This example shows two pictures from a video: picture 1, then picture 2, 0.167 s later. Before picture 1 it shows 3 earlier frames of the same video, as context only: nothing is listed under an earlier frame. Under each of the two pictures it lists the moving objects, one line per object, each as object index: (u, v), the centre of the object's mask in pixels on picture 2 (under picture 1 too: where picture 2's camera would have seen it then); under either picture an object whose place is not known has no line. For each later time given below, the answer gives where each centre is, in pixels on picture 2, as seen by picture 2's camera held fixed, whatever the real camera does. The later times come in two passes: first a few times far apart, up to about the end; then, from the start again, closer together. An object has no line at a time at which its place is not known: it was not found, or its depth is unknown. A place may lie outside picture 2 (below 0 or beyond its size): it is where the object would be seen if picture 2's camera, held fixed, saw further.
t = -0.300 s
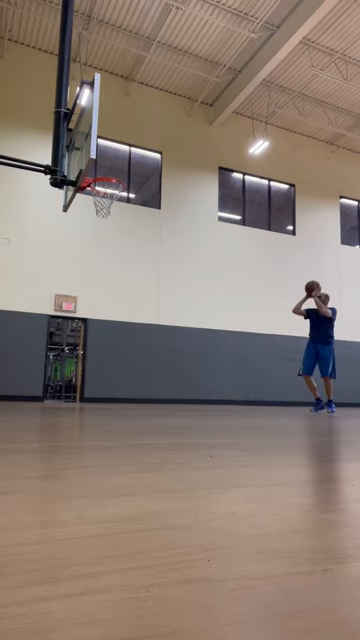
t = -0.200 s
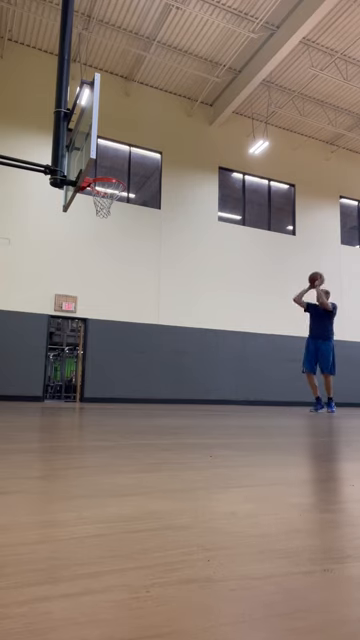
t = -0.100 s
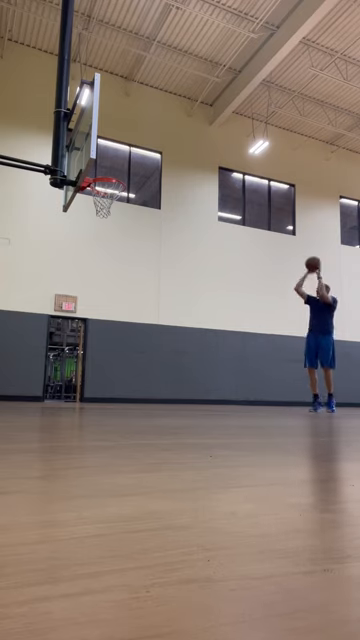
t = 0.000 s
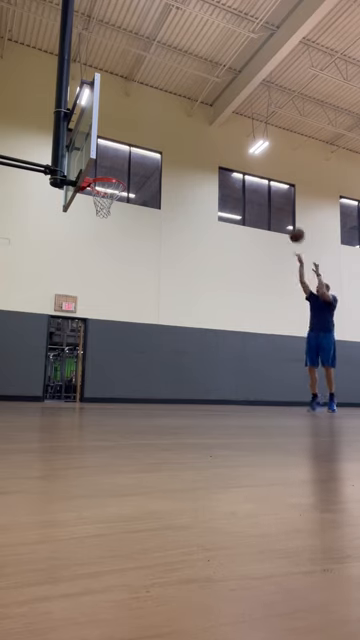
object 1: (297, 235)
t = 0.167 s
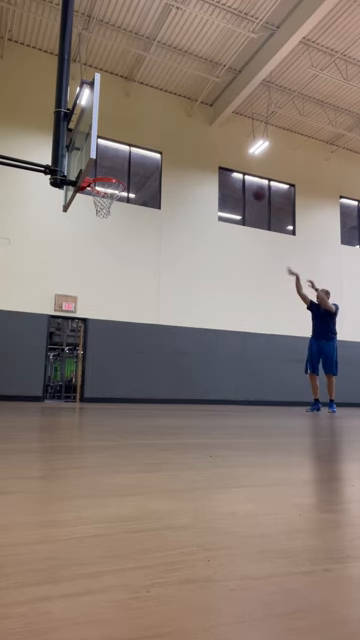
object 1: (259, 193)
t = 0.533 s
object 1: (172, 157)
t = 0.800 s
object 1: (101, 188)
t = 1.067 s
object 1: (86, 251)
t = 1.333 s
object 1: (71, 359)
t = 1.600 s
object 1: (82, 337)
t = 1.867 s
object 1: (99, 297)
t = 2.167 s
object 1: (115, 306)
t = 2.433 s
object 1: (124, 358)
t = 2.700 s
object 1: (134, 373)
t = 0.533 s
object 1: (172, 157)
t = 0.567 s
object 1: (165, 159)
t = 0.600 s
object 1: (156, 159)
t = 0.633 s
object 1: (146, 163)
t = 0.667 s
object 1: (138, 166)
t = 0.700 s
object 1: (128, 169)
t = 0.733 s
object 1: (120, 174)
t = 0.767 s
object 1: (107, 184)
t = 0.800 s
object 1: (101, 188)
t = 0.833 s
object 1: (97, 194)
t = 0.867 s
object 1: (95, 200)
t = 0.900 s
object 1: (93, 208)
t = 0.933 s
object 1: (92, 215)
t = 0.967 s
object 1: (91, 223)
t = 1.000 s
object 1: (90, 232)
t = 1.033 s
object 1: (88, 241)
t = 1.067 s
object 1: (86, 251)
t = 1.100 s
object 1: (85, 262)
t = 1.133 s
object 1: (83, 274)
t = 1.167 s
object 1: (82, 286)
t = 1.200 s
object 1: (80, 299)
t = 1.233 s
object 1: (78, 312)
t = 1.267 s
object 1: (77, 327)
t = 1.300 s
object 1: (73, 343)
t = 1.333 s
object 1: (71, 359)
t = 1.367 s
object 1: (71, 377)
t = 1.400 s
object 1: (69, 392)
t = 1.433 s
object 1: (70, 392)
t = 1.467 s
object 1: (71, 380)
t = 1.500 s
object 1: (73, 368)
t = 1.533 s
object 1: (77, 357)
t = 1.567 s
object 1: (79, 347)
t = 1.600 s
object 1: (82, 337)
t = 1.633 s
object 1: (84, 330)
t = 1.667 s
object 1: (87, 323)
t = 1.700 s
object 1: (89, 316)
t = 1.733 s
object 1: (91, 311)
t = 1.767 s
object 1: (93, 306)
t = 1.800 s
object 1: (96, 302)
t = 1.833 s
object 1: (97, 299)
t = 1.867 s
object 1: (99, 297)
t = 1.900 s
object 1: (101, 295)
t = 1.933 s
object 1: (103, 294)
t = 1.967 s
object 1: (105, 293)
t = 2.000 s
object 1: (107, 294)
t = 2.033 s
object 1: (108, 295)
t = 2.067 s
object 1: (110, 297)
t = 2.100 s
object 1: (111, 299)
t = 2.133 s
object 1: (113, 302)
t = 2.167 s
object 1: (115, 306)
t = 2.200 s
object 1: (116, 310)
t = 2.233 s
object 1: (117, 315)
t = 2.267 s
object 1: (119, 320)
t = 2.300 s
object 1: (120, 327)
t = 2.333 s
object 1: (120, 334)
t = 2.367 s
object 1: (121, 342)
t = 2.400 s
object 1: (123, 349)
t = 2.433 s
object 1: (124, 358)
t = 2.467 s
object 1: (125, 367)
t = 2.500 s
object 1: (127, 377)
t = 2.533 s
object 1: (127, 388)
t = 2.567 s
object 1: (129, 399)
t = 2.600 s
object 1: (130, 394)
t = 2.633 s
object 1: (132, 387)
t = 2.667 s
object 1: (133, 379)
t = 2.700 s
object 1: (134, 373)
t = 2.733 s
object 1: (136, 368)
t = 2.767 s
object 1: (137, 363)
